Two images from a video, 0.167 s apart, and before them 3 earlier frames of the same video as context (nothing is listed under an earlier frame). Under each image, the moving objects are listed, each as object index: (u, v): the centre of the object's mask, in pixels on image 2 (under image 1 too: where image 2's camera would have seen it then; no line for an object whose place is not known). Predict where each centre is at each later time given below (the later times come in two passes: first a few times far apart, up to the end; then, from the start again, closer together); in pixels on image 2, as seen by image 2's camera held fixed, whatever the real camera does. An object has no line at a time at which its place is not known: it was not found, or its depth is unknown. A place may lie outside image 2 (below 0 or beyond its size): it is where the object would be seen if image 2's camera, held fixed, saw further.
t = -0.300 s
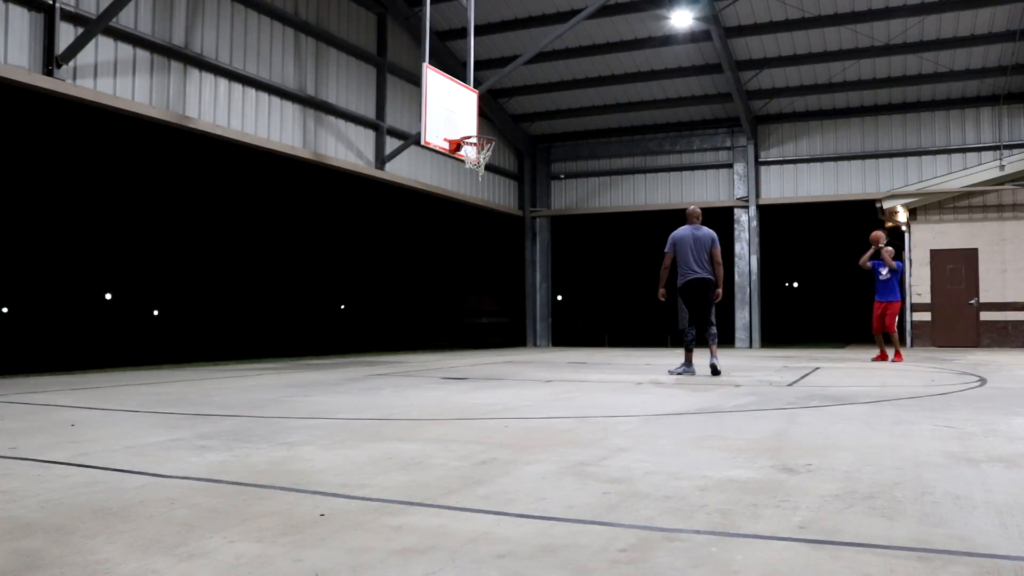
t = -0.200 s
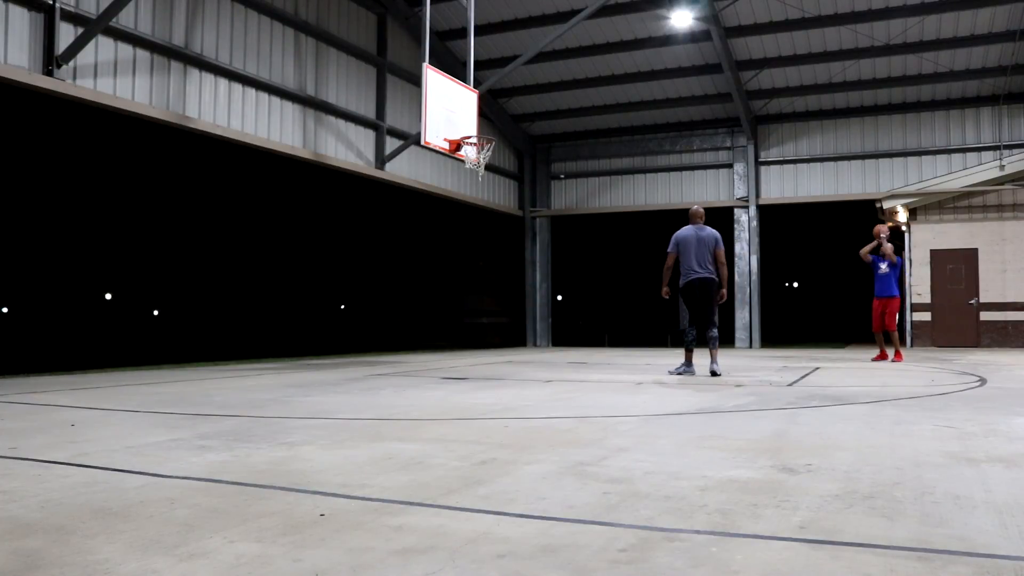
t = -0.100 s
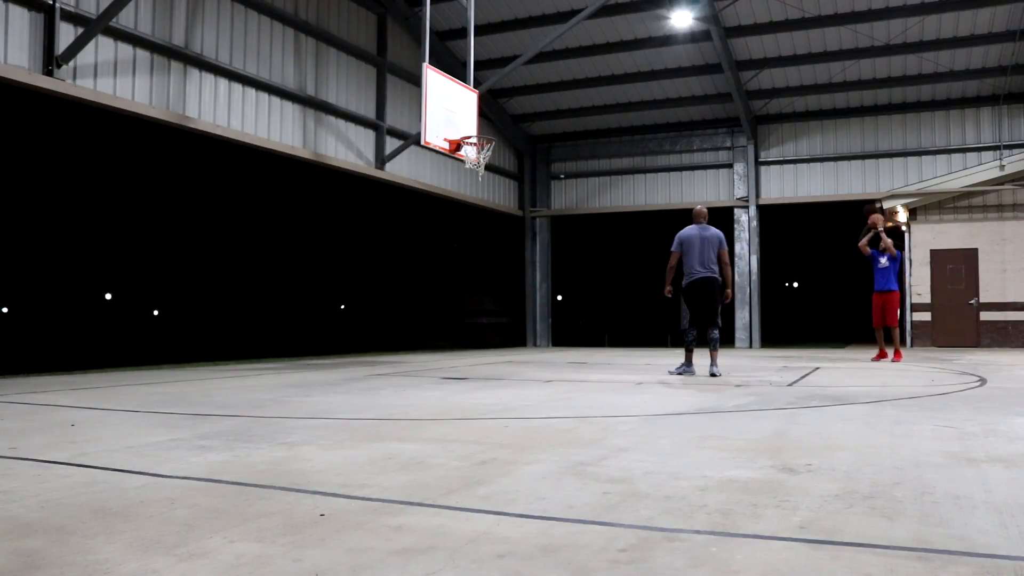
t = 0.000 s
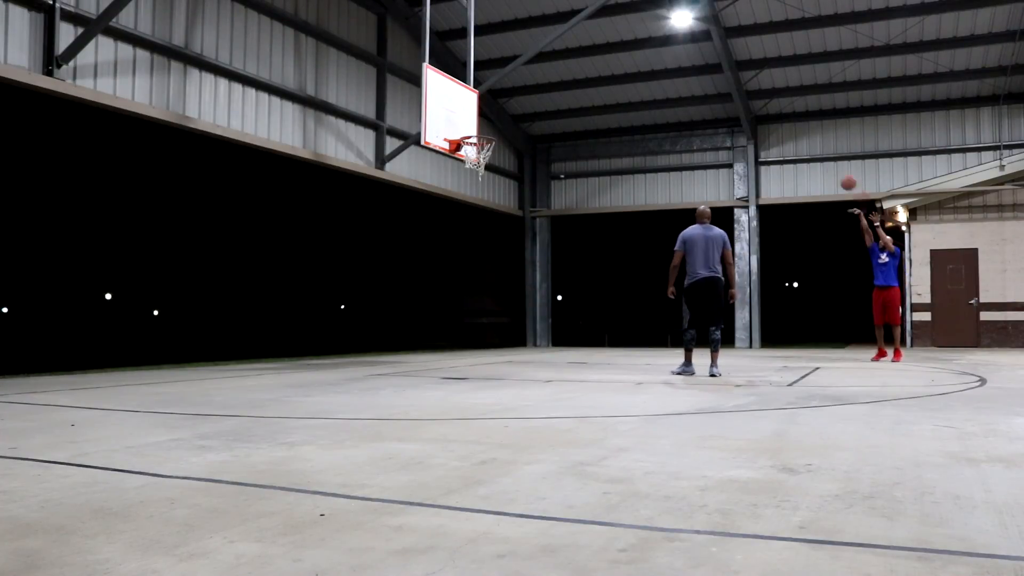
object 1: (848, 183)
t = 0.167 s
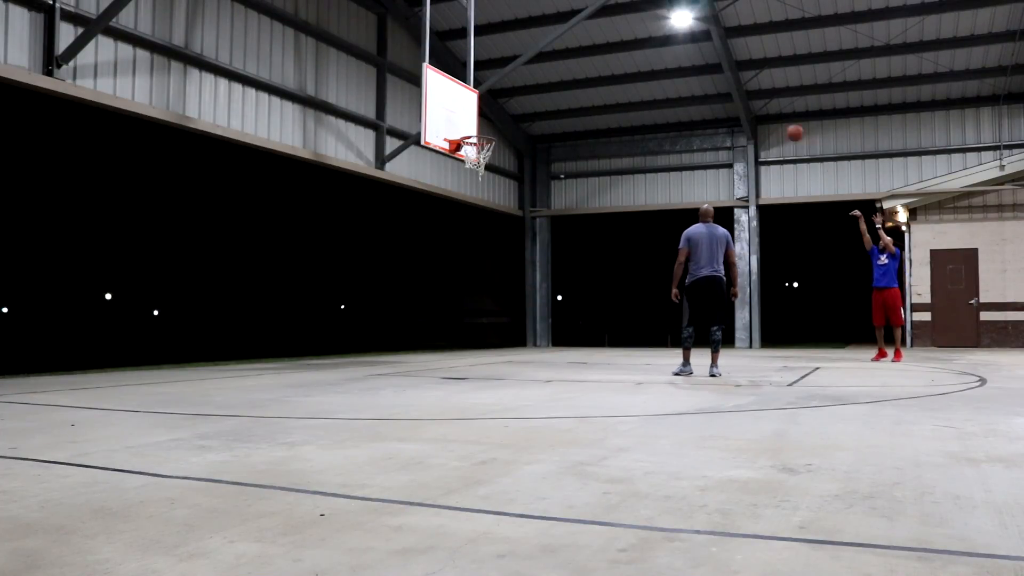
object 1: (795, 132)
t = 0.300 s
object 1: (754, 105)
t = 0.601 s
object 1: (643, 75)
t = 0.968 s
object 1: (511, 123)
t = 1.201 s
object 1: (492, 104)
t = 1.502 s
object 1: (486, 107)
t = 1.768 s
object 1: (479, 159)
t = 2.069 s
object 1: (472, 249)
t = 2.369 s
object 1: (461, 341)
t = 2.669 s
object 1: (430, 261)
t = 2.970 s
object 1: (396, 245)
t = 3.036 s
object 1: (387, 253)
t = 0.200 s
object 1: (782, 122)
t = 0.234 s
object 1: (782, 120)
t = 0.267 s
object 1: (768, 113)
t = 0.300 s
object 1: (754, 105)
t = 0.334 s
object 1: (741, 98)
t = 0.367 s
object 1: (727, 91)
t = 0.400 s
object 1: (713, 86)
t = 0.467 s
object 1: (700, 83)
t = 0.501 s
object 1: (685, 79)
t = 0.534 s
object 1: (672, 77)
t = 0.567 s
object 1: (657, 76)
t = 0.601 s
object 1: (643, 75)
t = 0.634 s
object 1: (629, 76)
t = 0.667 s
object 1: (615, 77)
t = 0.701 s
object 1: (600, 78)
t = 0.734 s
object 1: (600, 81)
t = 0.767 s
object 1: (590, 86)
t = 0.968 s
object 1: (511, 123)
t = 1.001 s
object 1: (497, 132)
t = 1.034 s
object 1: (498, 132)
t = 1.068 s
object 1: (495, 126)
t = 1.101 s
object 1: (494, 119)
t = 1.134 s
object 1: (493, 113)
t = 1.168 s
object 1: (492, 108)
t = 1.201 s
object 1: (492, 104)
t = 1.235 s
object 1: (491, 102)
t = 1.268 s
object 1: (490, 100)
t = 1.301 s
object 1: (489, 99)
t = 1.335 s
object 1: (489, 99)
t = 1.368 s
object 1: (488, 99)
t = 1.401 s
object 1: (488, 100)
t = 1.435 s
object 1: (487, 101)
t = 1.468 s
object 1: (487, 103)
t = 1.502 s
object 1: (486, 107)
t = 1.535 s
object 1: (486, 110)
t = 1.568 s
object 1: (485, 116)
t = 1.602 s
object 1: (484, 122)
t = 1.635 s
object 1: (484, 129)
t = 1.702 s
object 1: (484, 134)
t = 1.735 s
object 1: (479, 148)
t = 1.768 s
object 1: (479, 159)
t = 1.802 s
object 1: (478, 169)
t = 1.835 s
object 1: (478, 175)
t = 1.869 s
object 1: (478, 177)
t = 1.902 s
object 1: (477, 185)
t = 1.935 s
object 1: (476, 195)
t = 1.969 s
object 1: (475, 207)
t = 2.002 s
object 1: (474, 219)
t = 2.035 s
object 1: (473, 234)
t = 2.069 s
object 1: (472, 249)
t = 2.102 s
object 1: (471, 264)
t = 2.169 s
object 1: (468, 288)
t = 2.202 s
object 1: (469, 303)
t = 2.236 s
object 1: (468, 324)
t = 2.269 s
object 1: (467, 343)
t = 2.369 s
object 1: (461, 341)
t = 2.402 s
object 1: (457, 326)
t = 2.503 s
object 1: (448, 301)
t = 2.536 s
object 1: (444, 290)
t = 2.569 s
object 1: (439, 280)
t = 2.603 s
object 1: (435, 271)
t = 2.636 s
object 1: (432, 264)
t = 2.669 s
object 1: (430, 261)
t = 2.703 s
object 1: (426, 256)
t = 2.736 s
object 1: (422, 251)
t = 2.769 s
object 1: (418, 248)
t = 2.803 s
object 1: (414, 245)
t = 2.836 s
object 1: (410, 244)
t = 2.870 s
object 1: (406, 243)
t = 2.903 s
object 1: (404, 243)
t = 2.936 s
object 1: (400, 244)
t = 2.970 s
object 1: (396, 245)
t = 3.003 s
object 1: (391, 249)
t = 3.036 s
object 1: (387, 253)
